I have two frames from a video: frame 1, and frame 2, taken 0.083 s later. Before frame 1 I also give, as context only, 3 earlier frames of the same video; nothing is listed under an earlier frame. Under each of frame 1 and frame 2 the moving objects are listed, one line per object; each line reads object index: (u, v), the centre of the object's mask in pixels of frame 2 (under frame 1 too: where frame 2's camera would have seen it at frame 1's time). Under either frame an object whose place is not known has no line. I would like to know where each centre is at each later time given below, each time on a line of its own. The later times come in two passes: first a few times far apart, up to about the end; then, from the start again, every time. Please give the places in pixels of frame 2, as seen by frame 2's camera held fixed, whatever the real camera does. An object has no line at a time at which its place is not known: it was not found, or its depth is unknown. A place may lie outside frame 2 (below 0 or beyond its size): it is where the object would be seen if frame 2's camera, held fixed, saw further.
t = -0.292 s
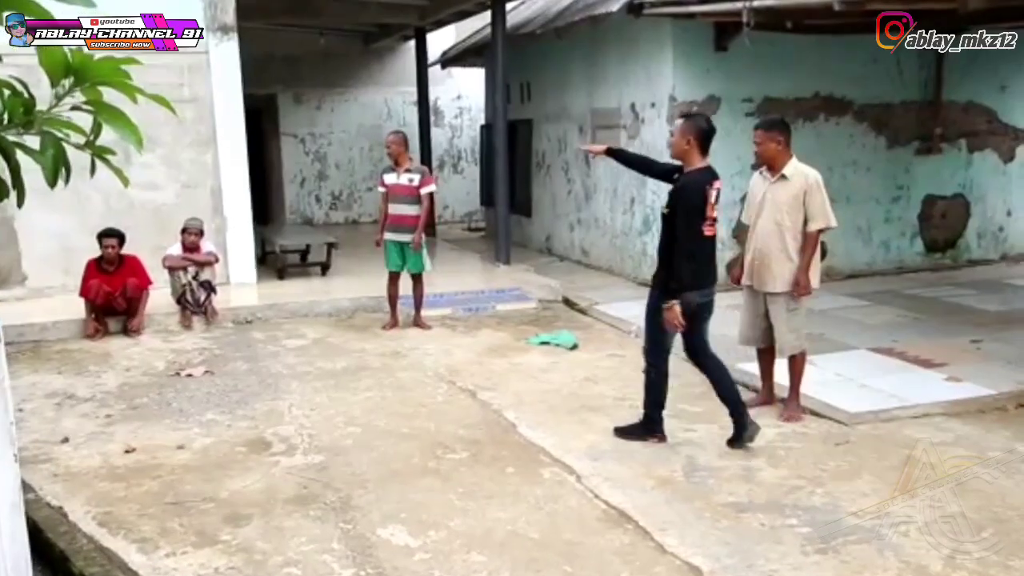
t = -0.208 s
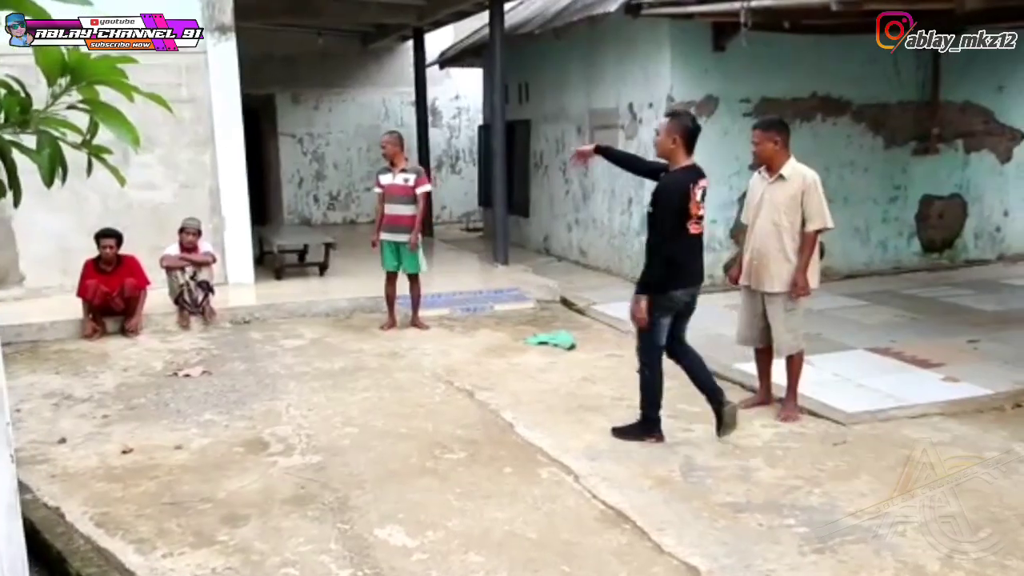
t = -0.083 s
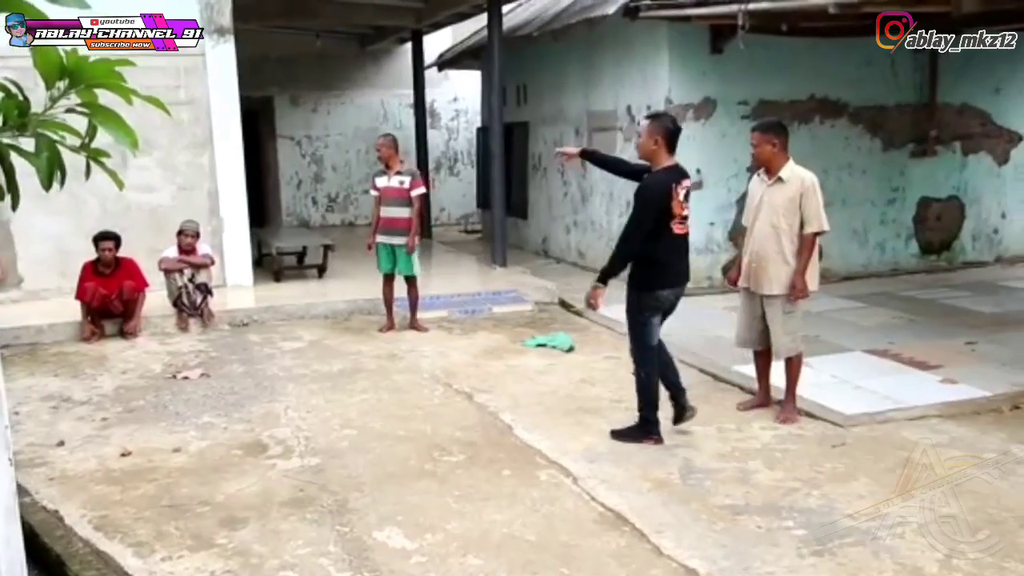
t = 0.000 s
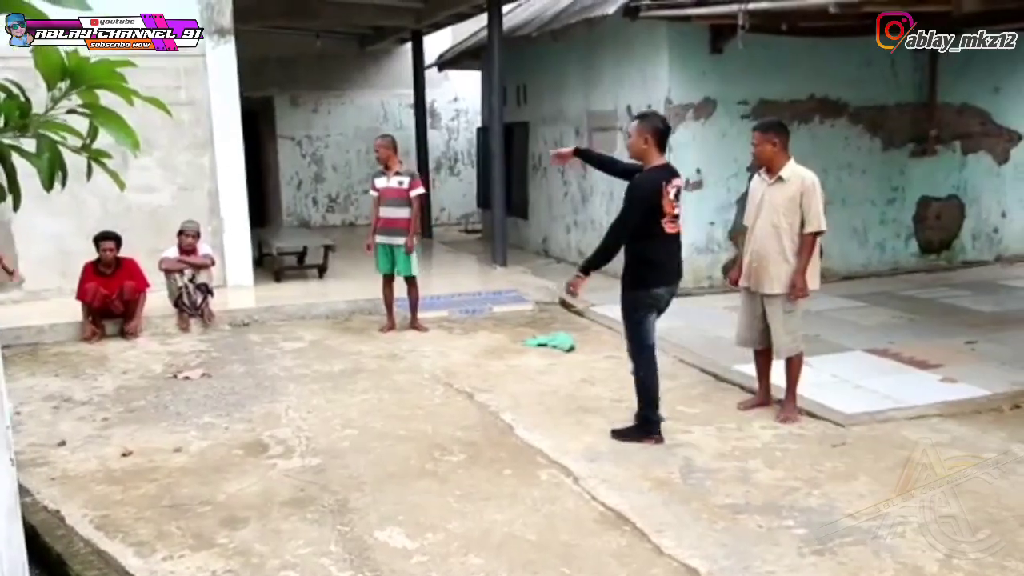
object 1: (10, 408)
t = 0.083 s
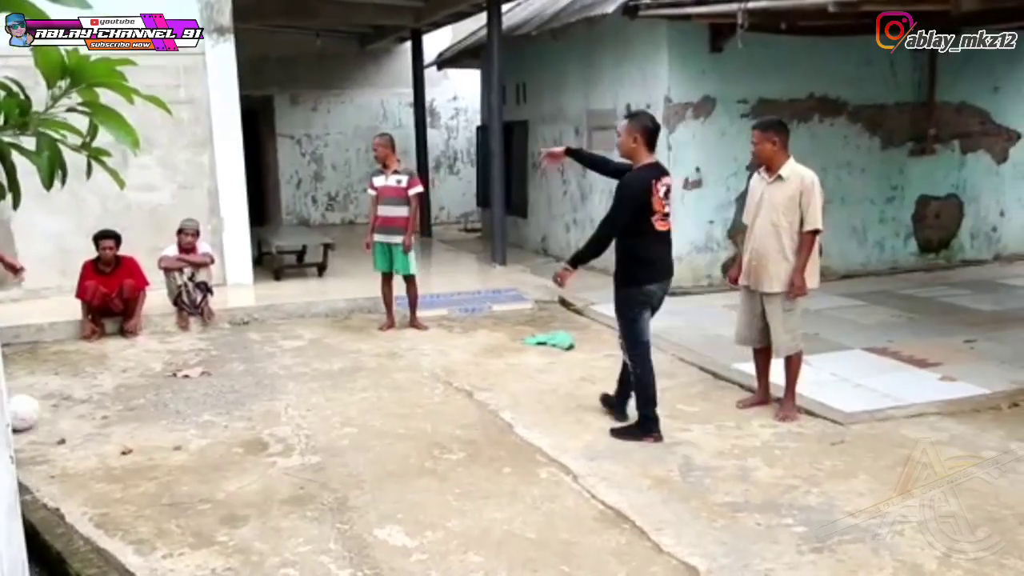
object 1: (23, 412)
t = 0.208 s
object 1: (57, 409)
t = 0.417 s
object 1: (108, 404)
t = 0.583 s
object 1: (149, 403)
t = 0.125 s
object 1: (31, 412)
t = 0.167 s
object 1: (44, 410)
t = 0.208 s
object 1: (57, 409)
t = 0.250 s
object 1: (67, 409)
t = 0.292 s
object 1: (78, 408)
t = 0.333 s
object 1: (88, 407)
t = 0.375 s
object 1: (99, 406)
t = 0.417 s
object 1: (108, 404)
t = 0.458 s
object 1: (118, 405)
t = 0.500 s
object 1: (128, 405)
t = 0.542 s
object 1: (138, 404)
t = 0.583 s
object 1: (149, 403)
